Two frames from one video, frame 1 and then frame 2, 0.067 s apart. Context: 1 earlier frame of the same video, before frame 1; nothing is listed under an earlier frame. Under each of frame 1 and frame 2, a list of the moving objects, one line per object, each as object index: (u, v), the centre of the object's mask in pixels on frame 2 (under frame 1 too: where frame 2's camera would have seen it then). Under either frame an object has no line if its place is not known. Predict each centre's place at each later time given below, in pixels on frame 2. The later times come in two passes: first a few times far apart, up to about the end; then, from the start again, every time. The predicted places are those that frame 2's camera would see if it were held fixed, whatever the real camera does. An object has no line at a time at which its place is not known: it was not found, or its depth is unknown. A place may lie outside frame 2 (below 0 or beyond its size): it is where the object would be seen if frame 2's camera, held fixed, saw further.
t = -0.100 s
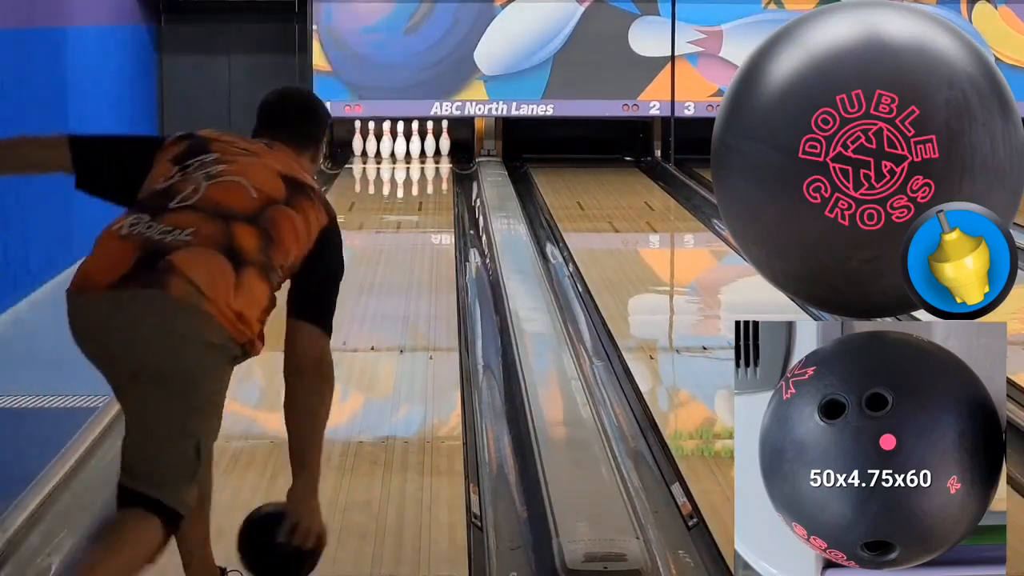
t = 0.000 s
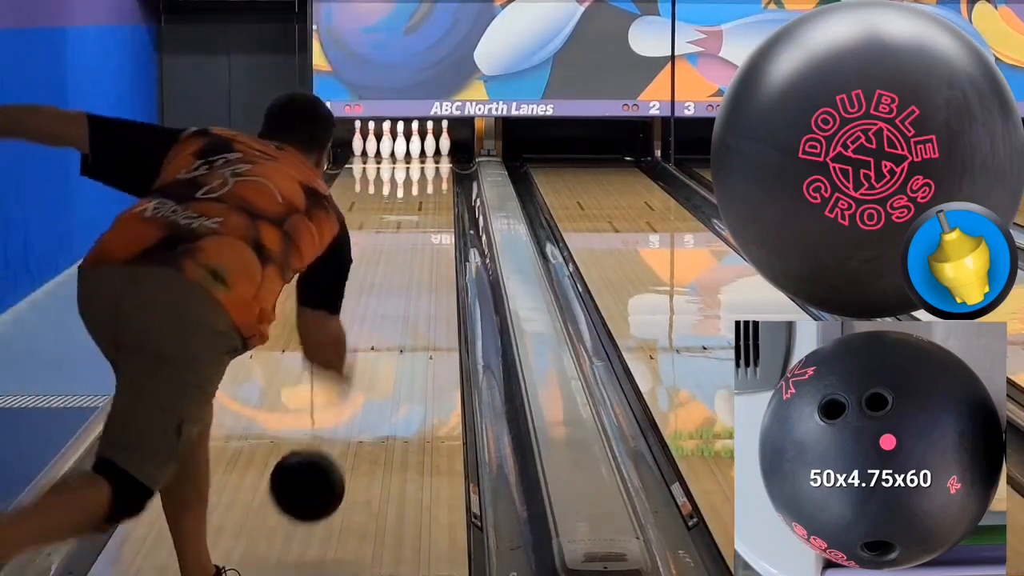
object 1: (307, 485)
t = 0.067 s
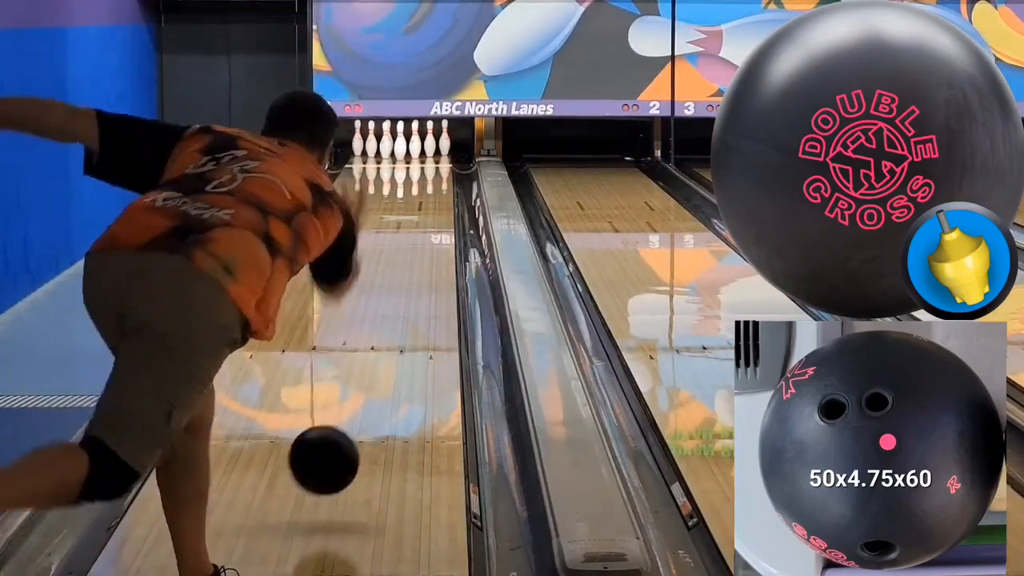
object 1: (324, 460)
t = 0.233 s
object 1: (355, 420)
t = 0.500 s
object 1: (391, 342)
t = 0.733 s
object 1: (412, 296)
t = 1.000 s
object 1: (427, 257)
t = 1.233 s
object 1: (435, 231)
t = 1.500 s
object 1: (439, 208)
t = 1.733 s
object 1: (439, 192)
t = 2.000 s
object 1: (436, 176)
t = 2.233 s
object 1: (428, 165)
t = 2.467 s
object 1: (419, 156)
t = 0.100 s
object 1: (331, 453)
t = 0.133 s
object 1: (338, 450)
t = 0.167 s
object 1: (344, 445)
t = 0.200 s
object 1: (350, 431)
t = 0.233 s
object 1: (355, 420)
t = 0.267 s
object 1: (361, 408)
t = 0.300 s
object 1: (366, 397)
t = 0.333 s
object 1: (371, 387)
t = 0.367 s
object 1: (375, 377)
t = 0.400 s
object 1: (379, 367)
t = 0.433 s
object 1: (383, 359)
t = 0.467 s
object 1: (387, 350)
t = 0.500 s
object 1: (391, 342)
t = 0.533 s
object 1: (394, 335)
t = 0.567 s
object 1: (397, 328)
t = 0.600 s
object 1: (400, 320)
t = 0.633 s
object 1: (403, 314)
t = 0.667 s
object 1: (406, 308)
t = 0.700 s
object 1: (409, 302)
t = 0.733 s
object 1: (412, 296)
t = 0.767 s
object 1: (414, 291)
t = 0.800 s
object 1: (416, 285)
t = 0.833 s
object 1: (418, 280)
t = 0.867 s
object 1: (420, 275)
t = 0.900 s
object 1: (422, 271)
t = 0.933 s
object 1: (424, 266)
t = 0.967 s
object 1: (426, 262)
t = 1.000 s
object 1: (427, 257)
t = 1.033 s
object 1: (428, 253)
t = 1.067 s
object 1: (430, 249)
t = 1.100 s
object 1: (431, 245)
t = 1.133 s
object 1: (433, 242)
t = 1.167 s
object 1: (434, 238)
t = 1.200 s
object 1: (434, 235)
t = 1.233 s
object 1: (435, 231)
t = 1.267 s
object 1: (436, 228)
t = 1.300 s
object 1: (437, 225)
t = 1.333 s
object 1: (438, 222)
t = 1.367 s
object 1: (438, 219)
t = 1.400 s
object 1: (438, 216)
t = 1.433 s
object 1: (439, 213)
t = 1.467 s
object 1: (439, 211)
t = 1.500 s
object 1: (439, 208)
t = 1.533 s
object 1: (440, 205)
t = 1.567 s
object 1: (440, 203)
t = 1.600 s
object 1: (440, 200)
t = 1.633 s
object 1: (440, 198)
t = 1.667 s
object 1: (439, 196)
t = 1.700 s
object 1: (440, 194)
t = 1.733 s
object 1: (439, 192)
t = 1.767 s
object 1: (439, 189)
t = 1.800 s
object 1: (439, 188)
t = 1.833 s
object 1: (439, 185)
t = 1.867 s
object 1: (438, 183)
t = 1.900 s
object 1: (438, 181)
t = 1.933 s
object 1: (437, 179)
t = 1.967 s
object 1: (437, 178)
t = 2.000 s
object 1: (436, 176)
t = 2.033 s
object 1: (435, 174)
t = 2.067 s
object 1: (434, 173)
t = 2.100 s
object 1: (433, 171)
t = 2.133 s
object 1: (432, 170)
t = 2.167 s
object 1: (431, 168)
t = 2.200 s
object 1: (430, 167)
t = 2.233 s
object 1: (428, 165)
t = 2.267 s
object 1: (428, 164)
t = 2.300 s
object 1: (426, 163)
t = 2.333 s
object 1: (425, 161)
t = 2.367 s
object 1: (424, 160)
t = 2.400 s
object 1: (422, 159)
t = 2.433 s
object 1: (421, 157)
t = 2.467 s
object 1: (419, 156)
